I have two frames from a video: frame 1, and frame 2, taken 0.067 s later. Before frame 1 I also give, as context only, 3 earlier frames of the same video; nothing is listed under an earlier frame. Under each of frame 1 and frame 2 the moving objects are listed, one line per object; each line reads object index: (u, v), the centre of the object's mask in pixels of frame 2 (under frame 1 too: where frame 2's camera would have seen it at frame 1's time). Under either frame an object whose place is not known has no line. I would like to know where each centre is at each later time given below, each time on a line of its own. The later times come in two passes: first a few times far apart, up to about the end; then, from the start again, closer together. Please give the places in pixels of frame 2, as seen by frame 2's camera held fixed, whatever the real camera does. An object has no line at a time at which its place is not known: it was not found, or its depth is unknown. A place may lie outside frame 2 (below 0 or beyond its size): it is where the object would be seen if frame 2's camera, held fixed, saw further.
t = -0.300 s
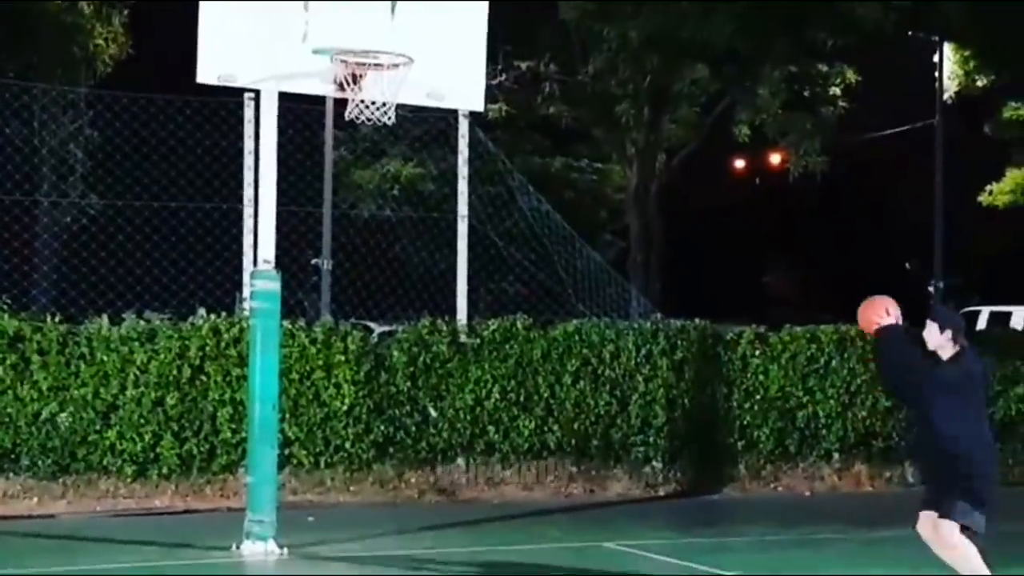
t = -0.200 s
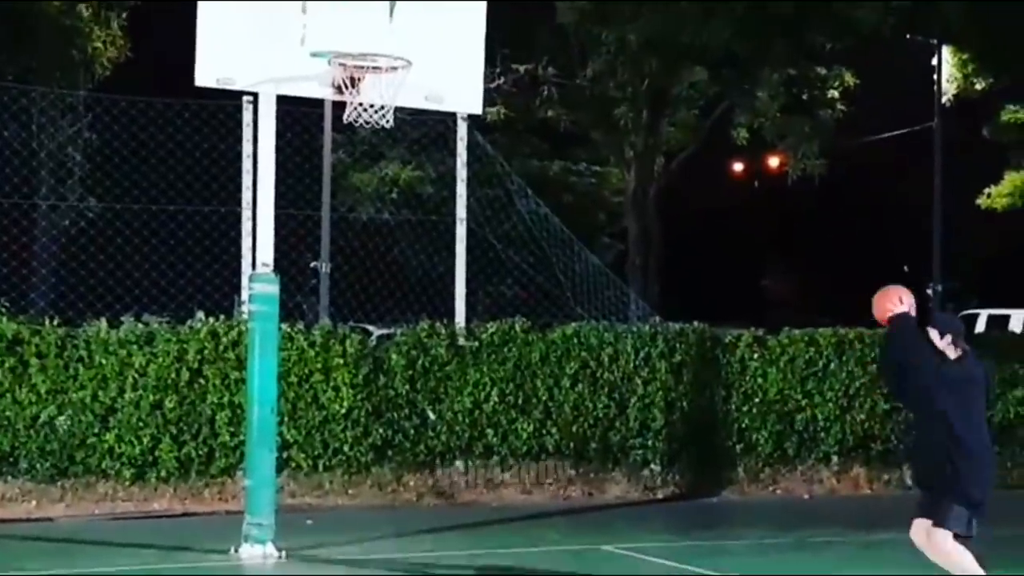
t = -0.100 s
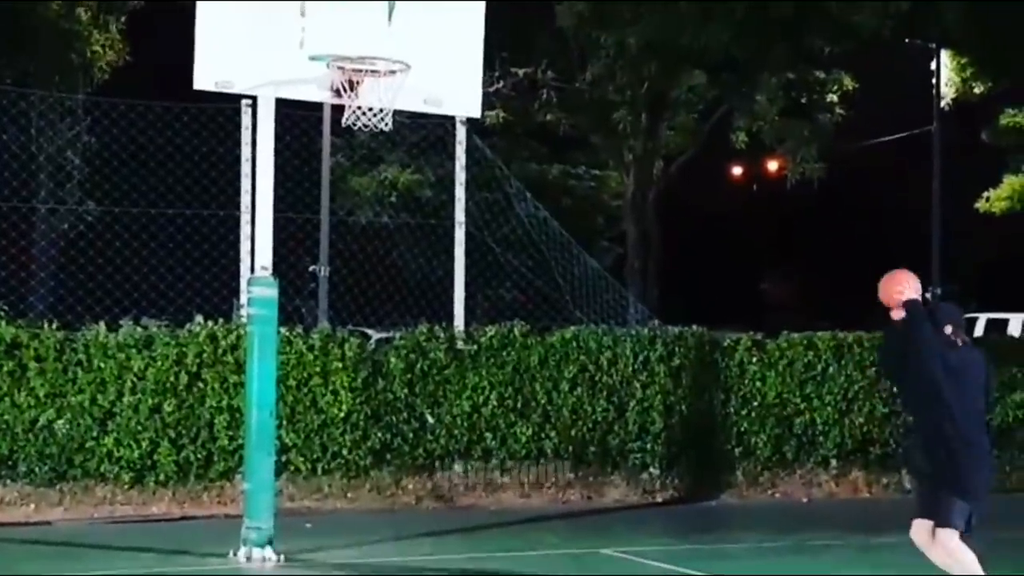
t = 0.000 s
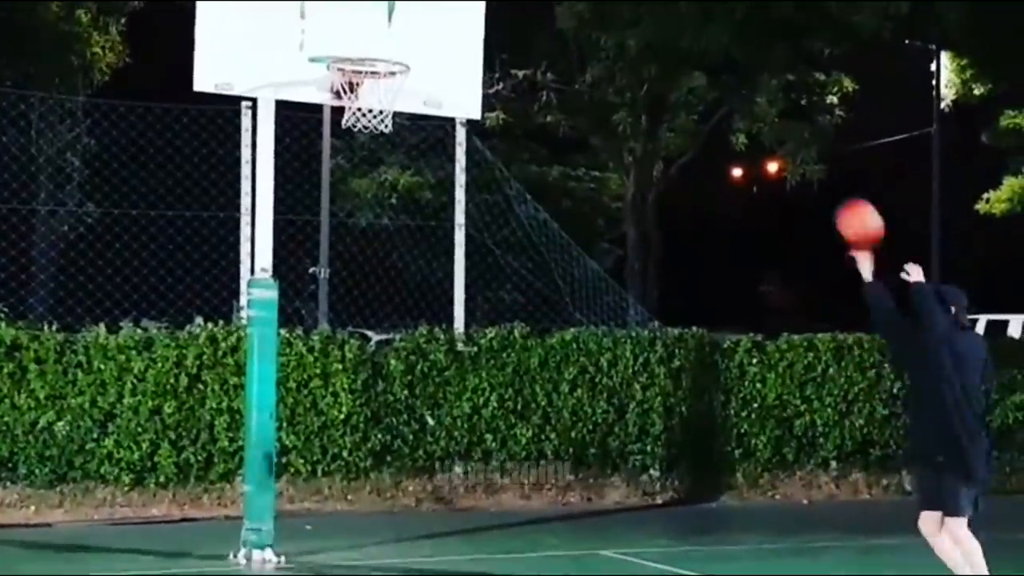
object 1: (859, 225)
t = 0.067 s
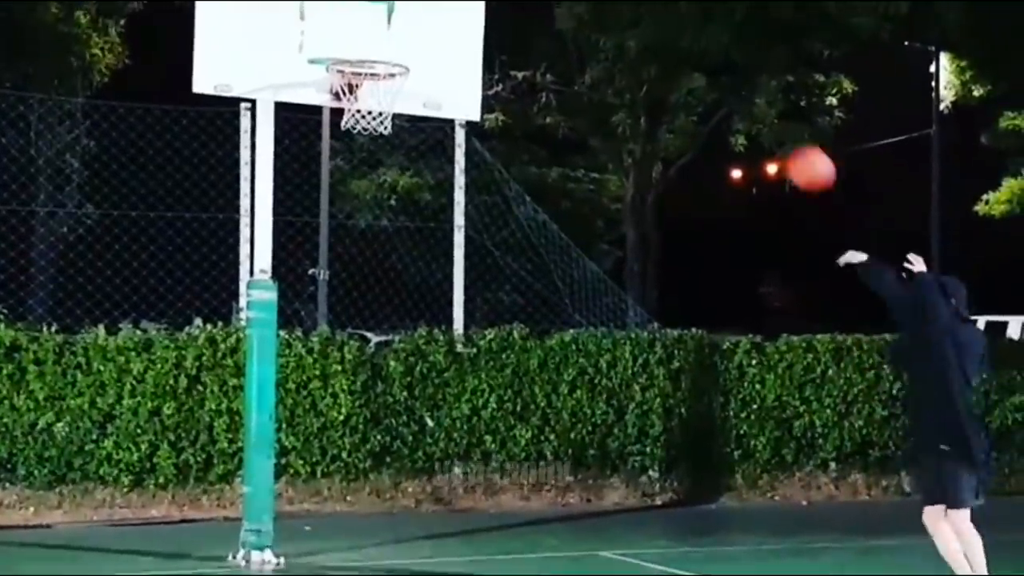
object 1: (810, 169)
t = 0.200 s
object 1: (717, 81)
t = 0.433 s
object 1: (560, 10)
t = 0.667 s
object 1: (406, 16)
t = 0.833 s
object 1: (367, 45)
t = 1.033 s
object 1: (393, 115)
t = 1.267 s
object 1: (394, 170)
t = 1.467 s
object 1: (394, 286)
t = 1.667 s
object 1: (392, 469)
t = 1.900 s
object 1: (396, 460)
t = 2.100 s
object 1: (401, 343)
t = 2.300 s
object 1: (405, 290)
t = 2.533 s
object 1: (409, 309)
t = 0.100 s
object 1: (788, 144)
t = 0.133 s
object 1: (764, 121)
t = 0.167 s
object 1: (741, 100)
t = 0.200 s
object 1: (717, 81)
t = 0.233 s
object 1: (694, 64)
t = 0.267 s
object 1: (671, 49)
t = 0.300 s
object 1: (648, 35)
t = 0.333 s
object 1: (626, 24)
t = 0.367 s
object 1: (603, 16)
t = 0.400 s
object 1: (581, 13)
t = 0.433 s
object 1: (560, 10)
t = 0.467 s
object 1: (537, 9)
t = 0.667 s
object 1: (406, 16)
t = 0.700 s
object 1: (398, 19)
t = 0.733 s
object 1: (390, 22)
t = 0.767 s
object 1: (382, 26)
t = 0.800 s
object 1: (374, 33)
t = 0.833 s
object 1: (367, 45)
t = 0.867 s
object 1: (358, 60)
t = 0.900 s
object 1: (365, 72)
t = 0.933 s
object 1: (377, 87)
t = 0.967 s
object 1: (389, 97)
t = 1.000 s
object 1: (390, 112)
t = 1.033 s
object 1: (393, 115)
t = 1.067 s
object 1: (393, 119)
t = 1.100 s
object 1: (394, 123)
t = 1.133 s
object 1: (394, 129)
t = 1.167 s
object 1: (394, 136)
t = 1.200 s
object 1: (394, 145)
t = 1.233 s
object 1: (394, 157)
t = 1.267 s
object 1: (394, 170)
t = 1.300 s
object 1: (394, 185)
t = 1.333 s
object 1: (394, 202)
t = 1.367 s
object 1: (394, 220)
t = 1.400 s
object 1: (394, 240)
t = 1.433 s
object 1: (394, 262)
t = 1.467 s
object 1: (394, 286)
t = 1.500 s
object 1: (394, 311)
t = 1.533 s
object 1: (394, 339)
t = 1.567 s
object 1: (394, 367)
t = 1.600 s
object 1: (393, 399)
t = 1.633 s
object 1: (393, 432)
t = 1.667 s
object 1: (392, 469)
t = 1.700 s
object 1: (392, 501)
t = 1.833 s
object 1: (395, 512)
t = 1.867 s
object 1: (394, 485)
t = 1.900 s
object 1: (396, 460)
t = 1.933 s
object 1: (396, 436)
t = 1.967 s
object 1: (398, 414)
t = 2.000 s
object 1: (398, 394)
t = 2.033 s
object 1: (399, 375)
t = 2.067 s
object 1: (400, 359)
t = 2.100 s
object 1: (401, 343)
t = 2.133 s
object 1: (402, 330)
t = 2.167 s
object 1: (402, 320)
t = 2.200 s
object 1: (403, 310)
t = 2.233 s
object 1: (404, 301)
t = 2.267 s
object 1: (404, 295)
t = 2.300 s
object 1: (405, 290)
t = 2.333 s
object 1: (405, 288)
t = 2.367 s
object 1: (406, 287)
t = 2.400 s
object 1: (407, 288)
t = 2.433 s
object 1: (407, 290)
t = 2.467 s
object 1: (408, 295)
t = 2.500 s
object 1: (408, 301)
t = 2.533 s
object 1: (409, 309)
